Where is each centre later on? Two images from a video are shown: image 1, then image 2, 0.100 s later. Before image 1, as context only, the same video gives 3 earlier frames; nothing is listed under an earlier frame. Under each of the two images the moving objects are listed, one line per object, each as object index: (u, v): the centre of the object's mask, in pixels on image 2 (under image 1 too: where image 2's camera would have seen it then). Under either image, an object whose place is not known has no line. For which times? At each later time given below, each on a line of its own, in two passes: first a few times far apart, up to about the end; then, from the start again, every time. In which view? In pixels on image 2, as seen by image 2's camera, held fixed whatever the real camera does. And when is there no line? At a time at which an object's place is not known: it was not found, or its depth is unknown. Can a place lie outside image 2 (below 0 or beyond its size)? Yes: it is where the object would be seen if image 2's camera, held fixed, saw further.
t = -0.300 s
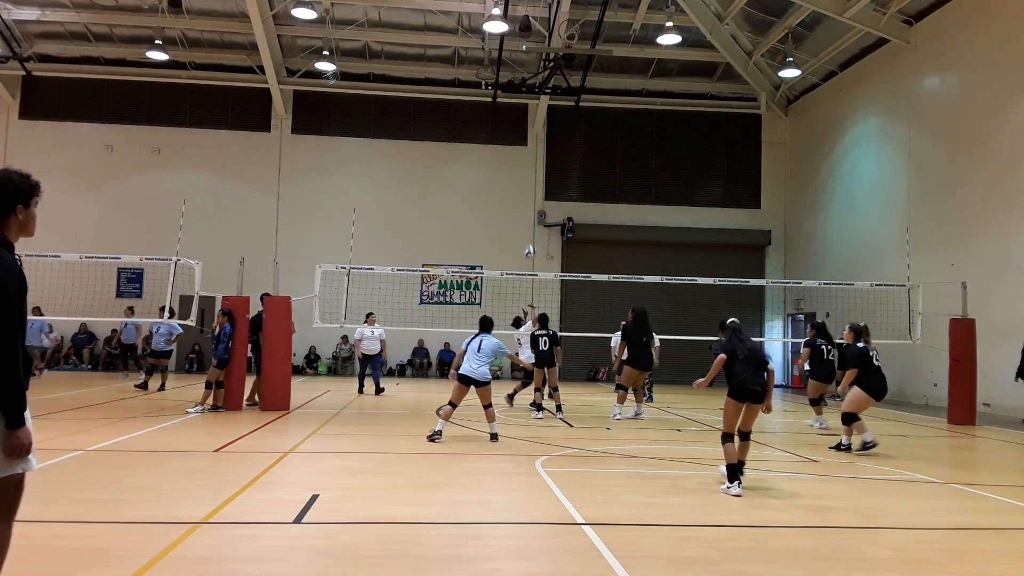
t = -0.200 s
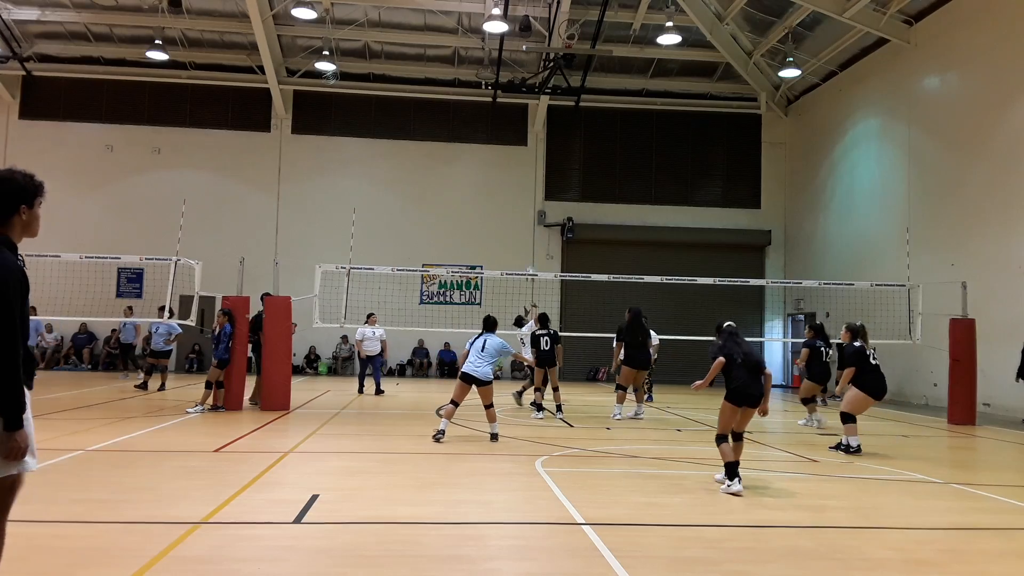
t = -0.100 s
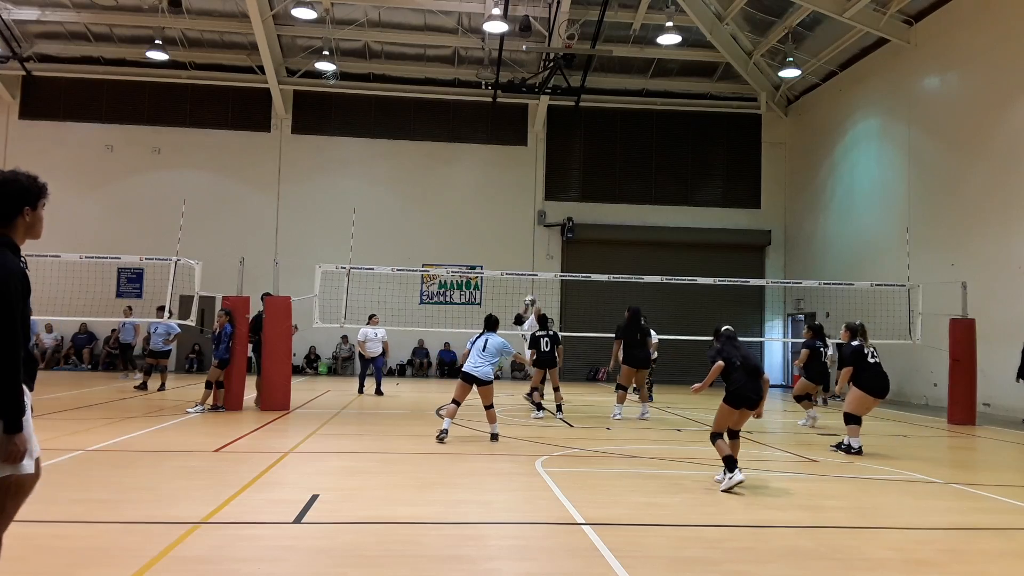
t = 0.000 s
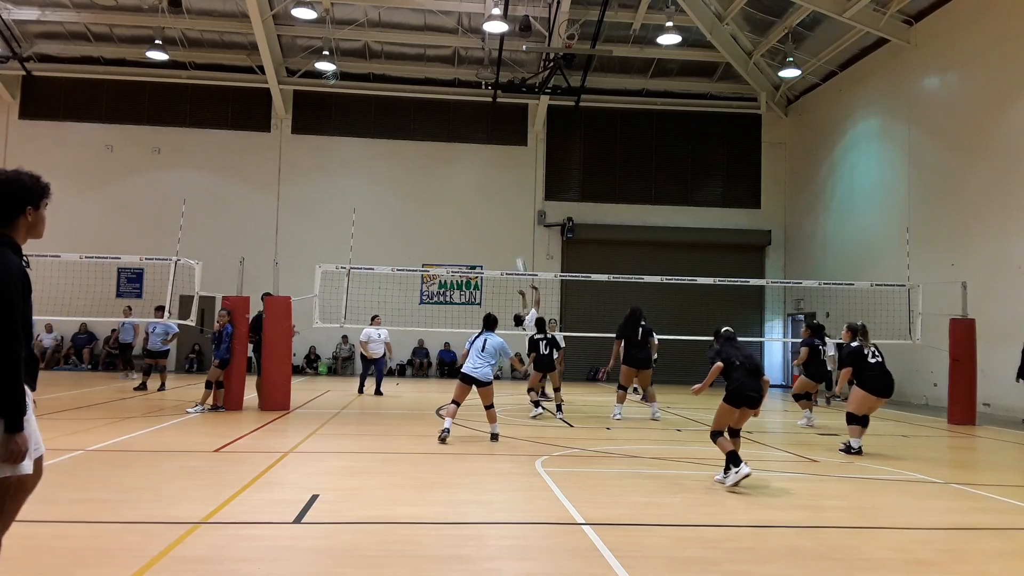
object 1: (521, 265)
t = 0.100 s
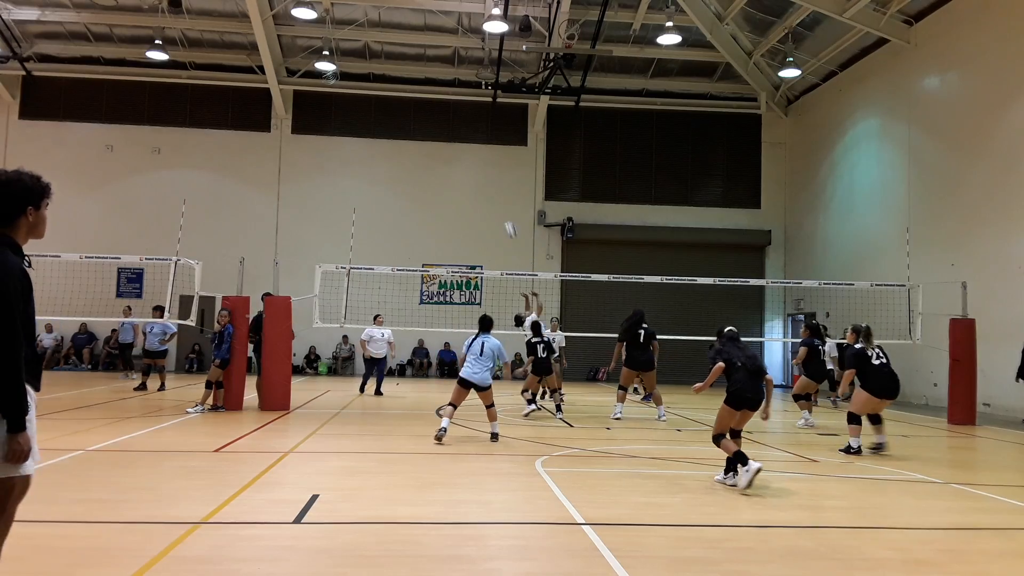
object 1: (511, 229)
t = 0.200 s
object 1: (500, 199)
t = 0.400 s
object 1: (479, 157)
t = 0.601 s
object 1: (457, 139)
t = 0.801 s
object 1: (437, 141)
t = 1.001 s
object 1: (417, 164)
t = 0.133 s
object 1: (507, 218)
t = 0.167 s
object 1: (504, 208)
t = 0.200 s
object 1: (500, 199)
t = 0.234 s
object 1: (496, 191)
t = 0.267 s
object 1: (493, 183)
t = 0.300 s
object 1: (489, 175)
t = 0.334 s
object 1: (485, 169)
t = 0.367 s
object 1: (482, 163)
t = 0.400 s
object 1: (479, 157)
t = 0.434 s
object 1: (475, 153)
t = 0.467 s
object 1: (472, 149)
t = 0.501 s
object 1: (468, 145)
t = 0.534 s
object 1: (464, 142)
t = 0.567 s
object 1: (461, 140)
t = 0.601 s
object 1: (457, 139)
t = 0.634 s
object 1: (454, 138)
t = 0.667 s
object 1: (451, 137)
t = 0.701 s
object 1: (447, 137)
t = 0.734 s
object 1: (444, 138)
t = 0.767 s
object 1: (441, 139)
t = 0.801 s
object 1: (437, 141)
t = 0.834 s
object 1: (434, 143)
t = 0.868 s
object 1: (430, 147)
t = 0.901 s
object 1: (427, 150)
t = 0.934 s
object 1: (424, 154)
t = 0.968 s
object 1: (420, 159)
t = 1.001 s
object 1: (417, 164)
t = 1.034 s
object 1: (413, 170)
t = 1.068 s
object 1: (410, 176)
